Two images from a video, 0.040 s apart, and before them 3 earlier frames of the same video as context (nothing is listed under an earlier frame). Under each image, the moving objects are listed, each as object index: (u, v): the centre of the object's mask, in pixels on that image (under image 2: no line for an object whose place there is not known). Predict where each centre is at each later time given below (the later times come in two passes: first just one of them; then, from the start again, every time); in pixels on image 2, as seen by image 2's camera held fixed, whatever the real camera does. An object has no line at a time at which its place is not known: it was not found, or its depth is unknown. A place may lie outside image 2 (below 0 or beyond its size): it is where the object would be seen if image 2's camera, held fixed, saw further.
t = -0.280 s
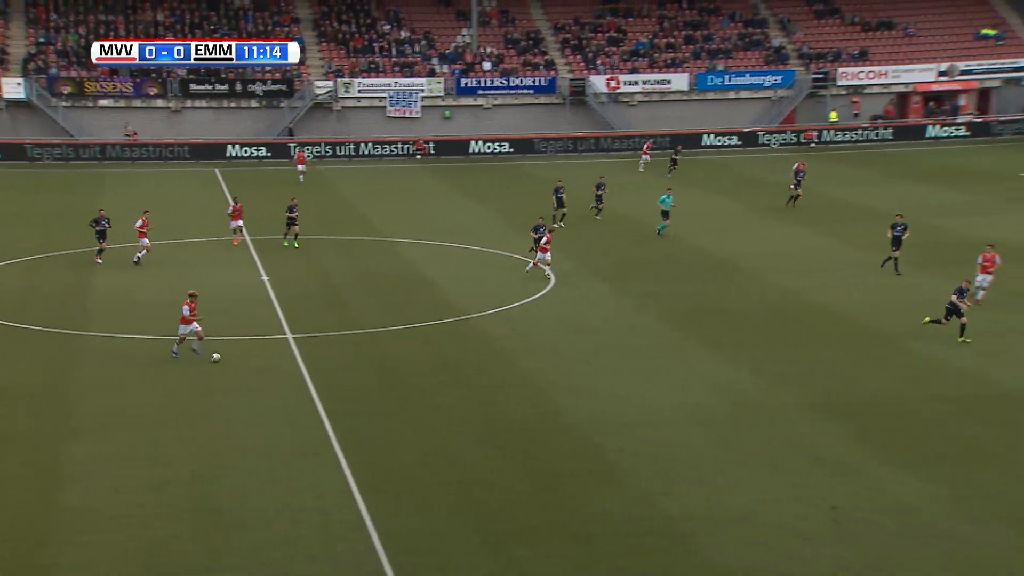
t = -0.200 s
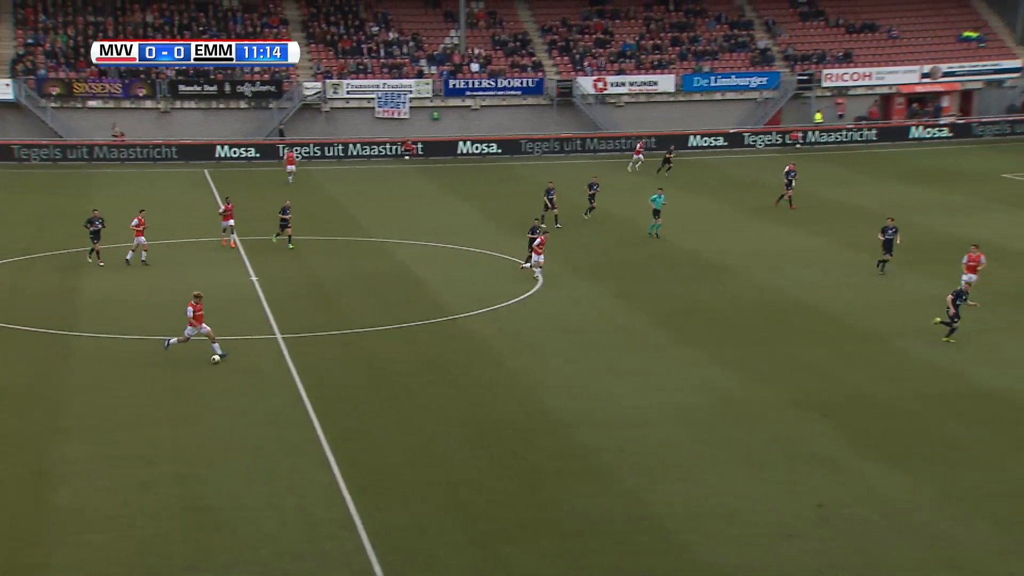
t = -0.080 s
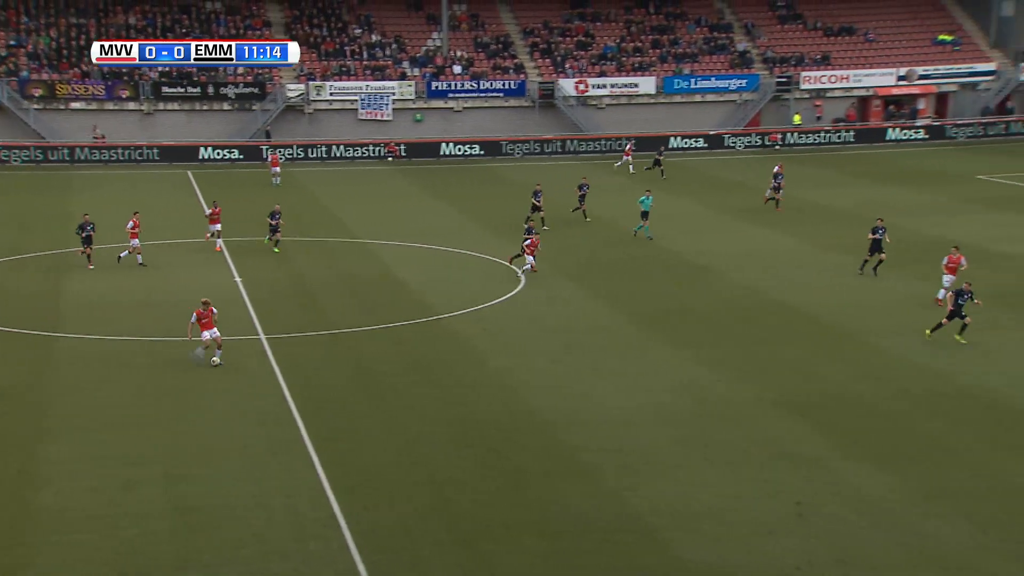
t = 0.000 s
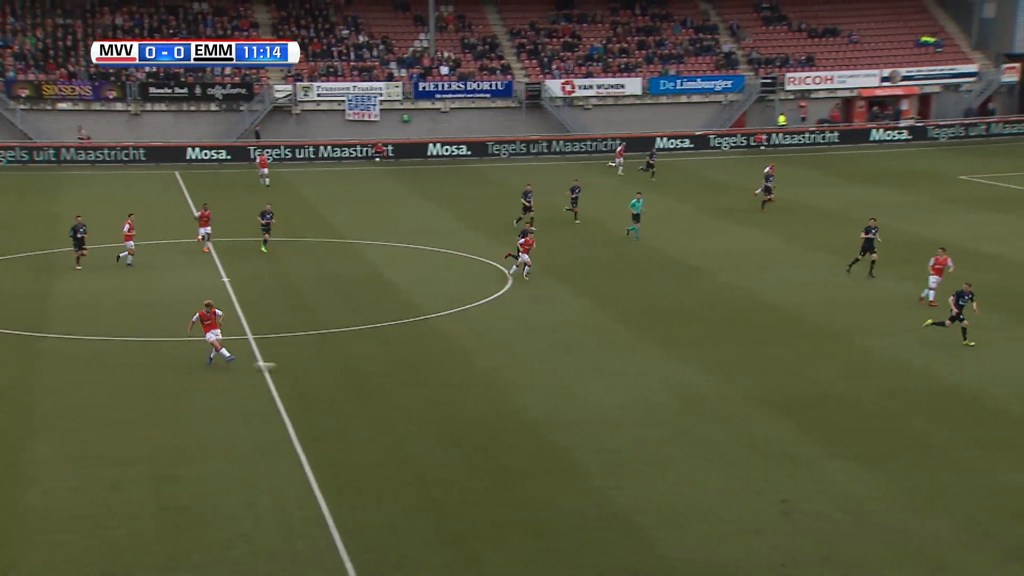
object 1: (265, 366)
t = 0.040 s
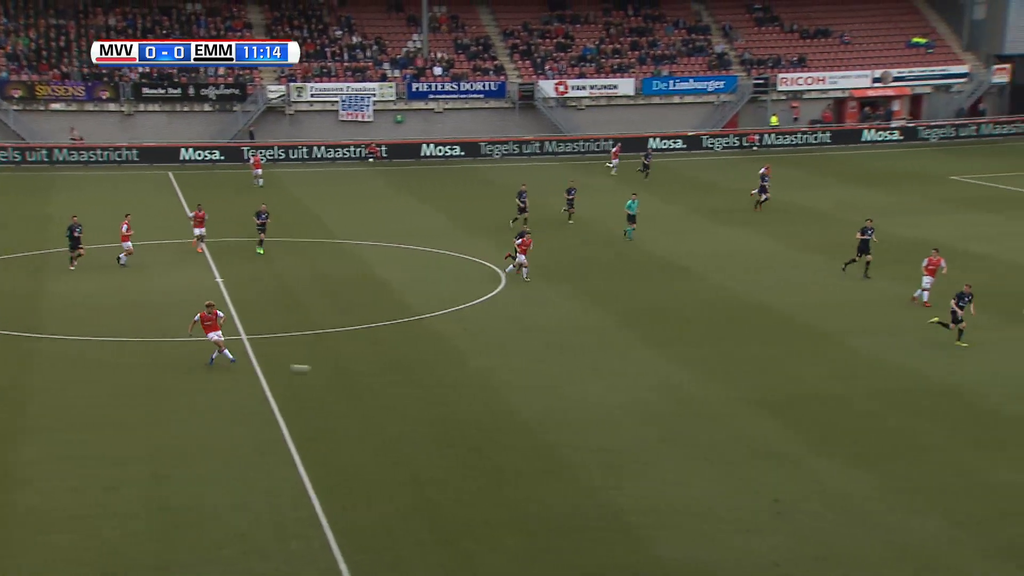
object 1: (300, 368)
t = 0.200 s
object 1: (461, 380)
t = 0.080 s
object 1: (341, 371)
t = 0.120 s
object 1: (381, 374)
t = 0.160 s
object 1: (421, 378)
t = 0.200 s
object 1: (461, 380)
